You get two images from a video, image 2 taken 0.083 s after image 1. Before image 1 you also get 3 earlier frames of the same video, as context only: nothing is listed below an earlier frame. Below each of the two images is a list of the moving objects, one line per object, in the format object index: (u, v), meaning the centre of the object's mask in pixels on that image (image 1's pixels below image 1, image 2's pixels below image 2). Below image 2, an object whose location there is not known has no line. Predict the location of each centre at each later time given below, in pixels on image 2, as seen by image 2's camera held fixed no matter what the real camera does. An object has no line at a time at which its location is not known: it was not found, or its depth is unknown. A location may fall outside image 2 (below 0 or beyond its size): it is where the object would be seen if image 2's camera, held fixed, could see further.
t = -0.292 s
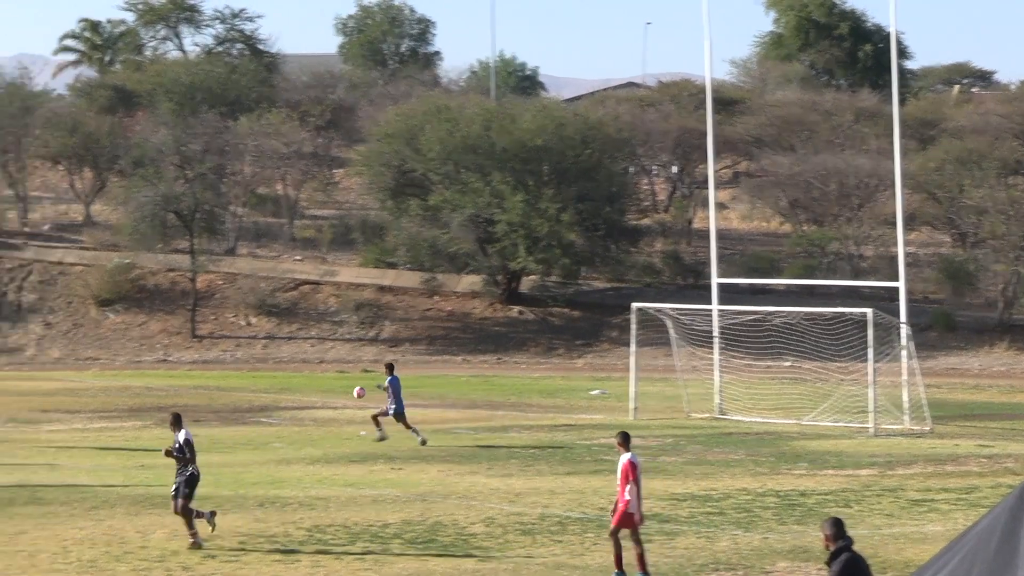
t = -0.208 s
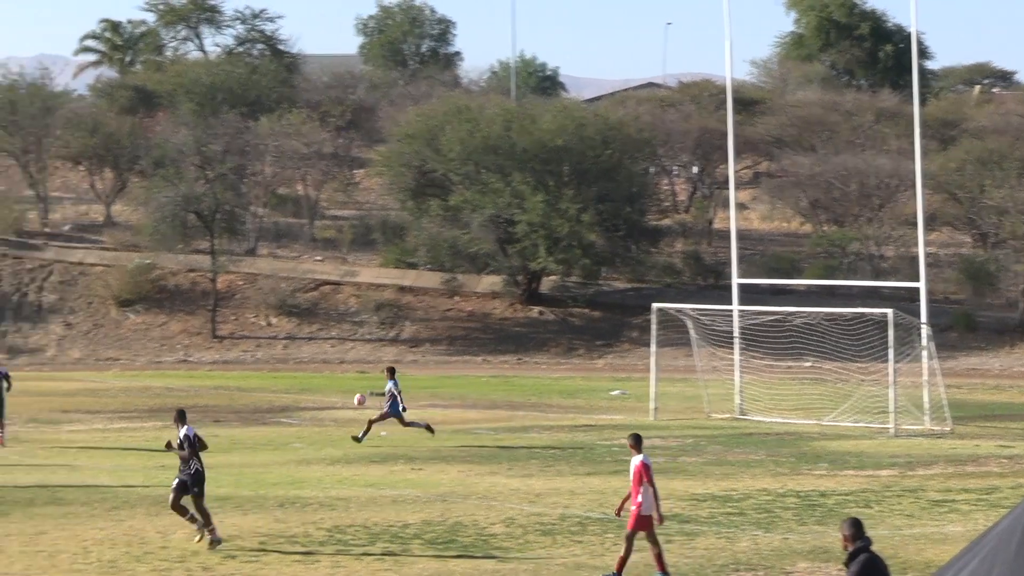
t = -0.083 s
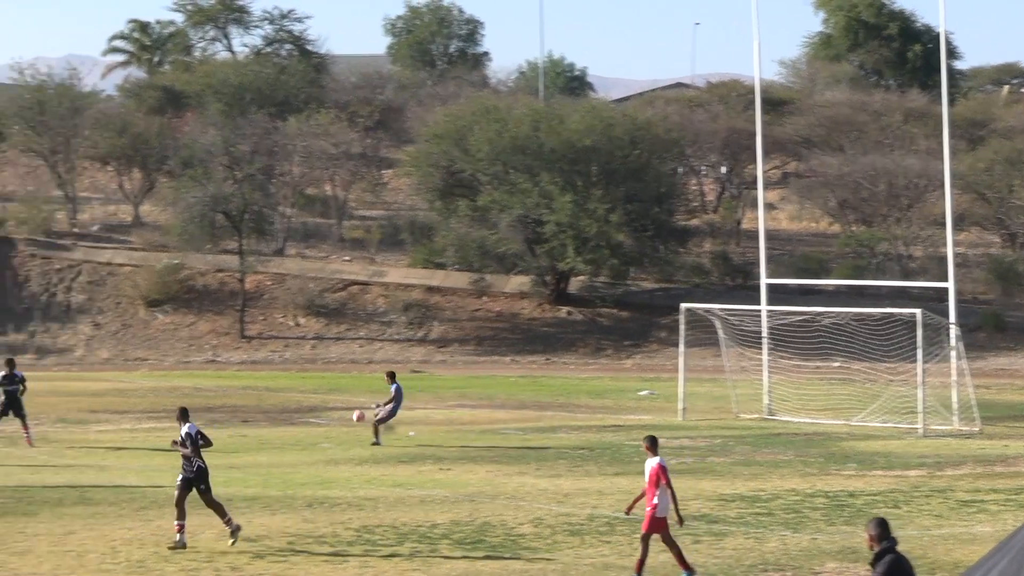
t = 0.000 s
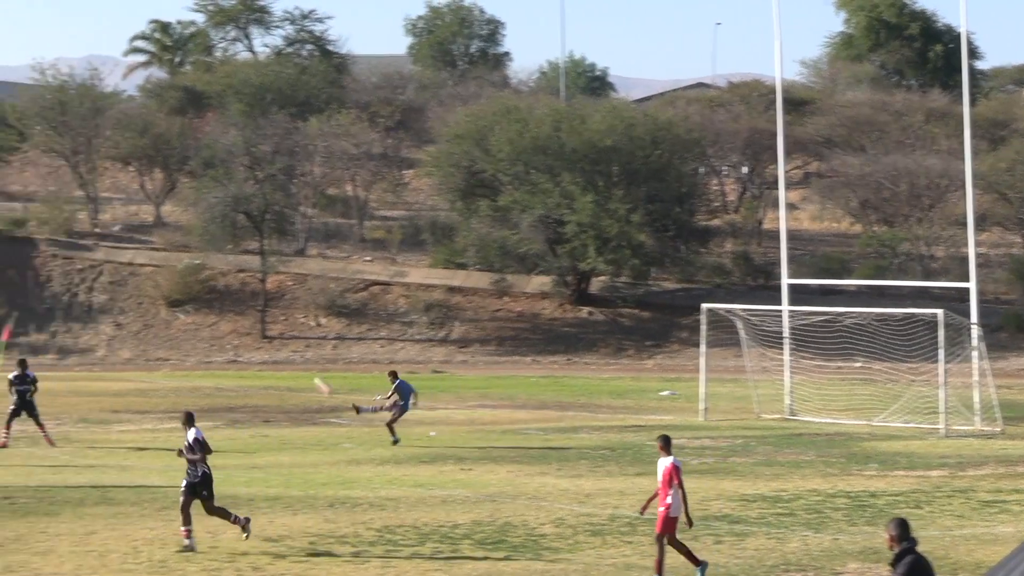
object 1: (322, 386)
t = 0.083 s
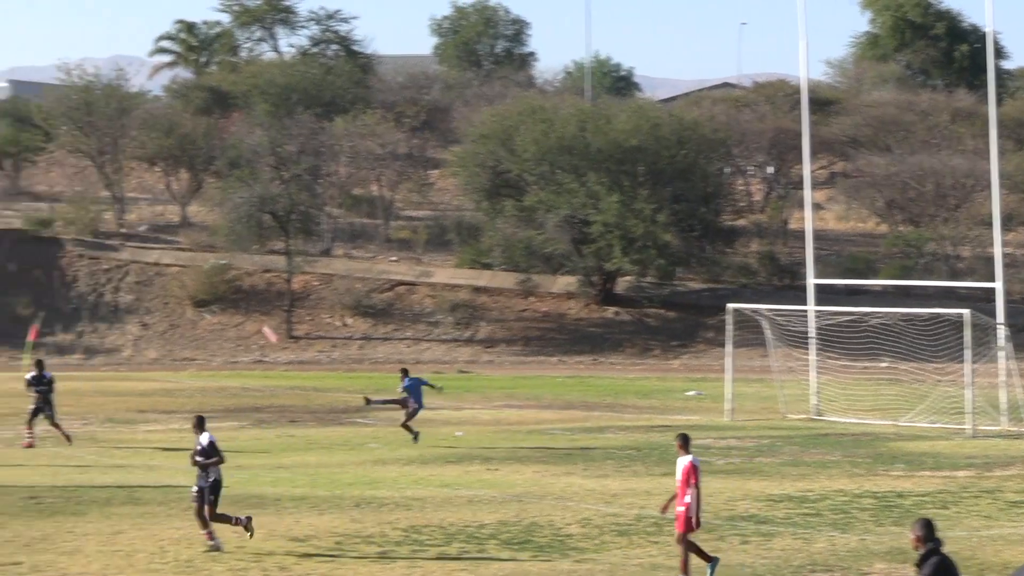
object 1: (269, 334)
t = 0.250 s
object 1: (106, 237)
